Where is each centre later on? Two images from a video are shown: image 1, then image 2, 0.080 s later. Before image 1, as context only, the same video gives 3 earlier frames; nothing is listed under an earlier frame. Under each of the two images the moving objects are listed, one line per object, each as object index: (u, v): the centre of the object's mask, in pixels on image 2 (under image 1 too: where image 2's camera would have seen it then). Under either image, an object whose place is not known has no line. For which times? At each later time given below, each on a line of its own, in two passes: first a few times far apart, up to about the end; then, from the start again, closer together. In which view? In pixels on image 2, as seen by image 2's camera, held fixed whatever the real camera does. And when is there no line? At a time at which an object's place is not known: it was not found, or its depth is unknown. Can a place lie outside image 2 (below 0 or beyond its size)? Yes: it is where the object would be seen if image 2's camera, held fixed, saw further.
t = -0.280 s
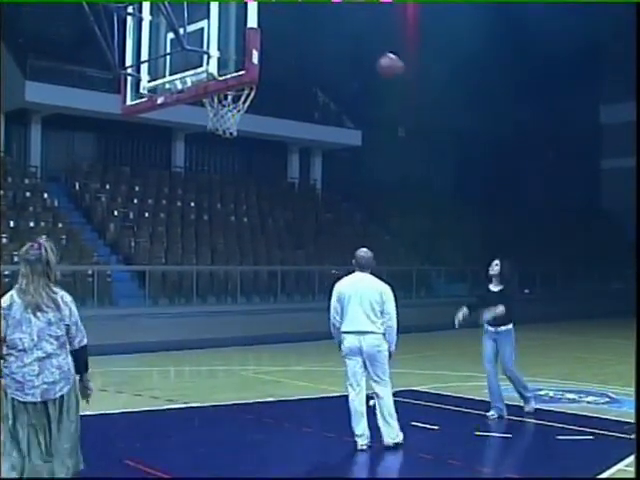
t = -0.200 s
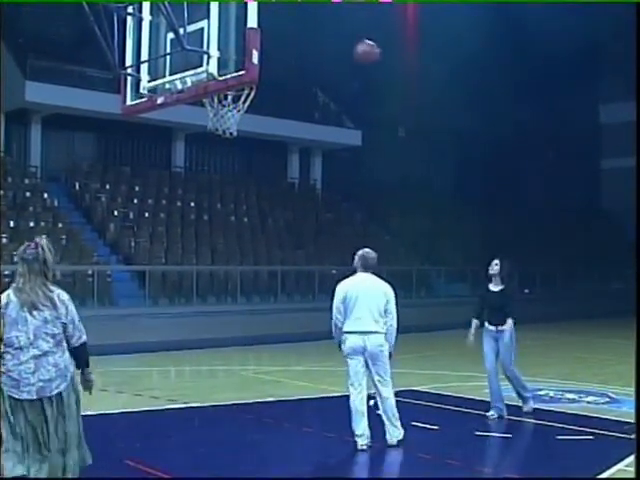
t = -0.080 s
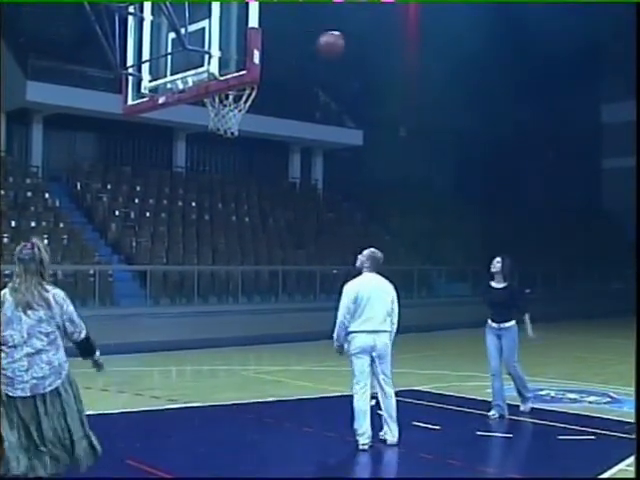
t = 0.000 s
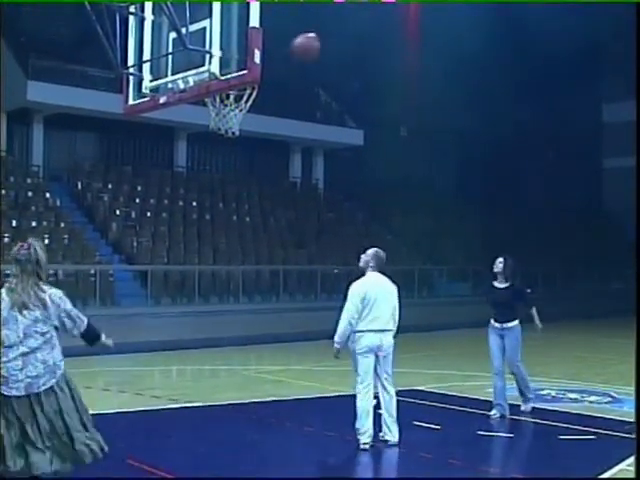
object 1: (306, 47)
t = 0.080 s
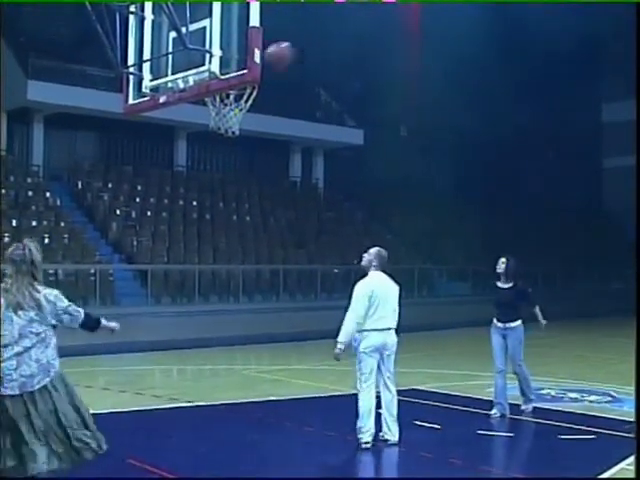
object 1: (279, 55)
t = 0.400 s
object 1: (231, 145)
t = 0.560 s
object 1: (248, 229)
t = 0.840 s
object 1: (275, 436)
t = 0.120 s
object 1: (270, 61)
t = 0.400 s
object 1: (231, 145)
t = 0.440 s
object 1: (235, 162)
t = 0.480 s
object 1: (240, 183)
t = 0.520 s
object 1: (246, 206)
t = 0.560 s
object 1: (248, 229)
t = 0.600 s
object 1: (252, 255)
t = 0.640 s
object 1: (256, 282)
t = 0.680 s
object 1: (259, 311)
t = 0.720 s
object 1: (264, 344)
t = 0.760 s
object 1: (267, 380)
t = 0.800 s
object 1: (272, 411)
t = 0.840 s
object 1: (275, 436)
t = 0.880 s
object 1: (281, 411)
